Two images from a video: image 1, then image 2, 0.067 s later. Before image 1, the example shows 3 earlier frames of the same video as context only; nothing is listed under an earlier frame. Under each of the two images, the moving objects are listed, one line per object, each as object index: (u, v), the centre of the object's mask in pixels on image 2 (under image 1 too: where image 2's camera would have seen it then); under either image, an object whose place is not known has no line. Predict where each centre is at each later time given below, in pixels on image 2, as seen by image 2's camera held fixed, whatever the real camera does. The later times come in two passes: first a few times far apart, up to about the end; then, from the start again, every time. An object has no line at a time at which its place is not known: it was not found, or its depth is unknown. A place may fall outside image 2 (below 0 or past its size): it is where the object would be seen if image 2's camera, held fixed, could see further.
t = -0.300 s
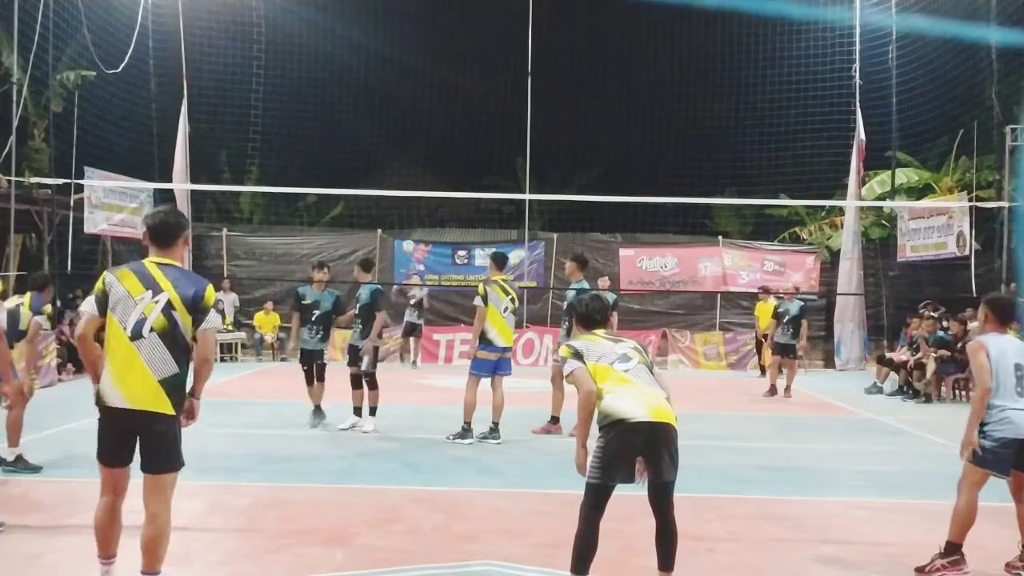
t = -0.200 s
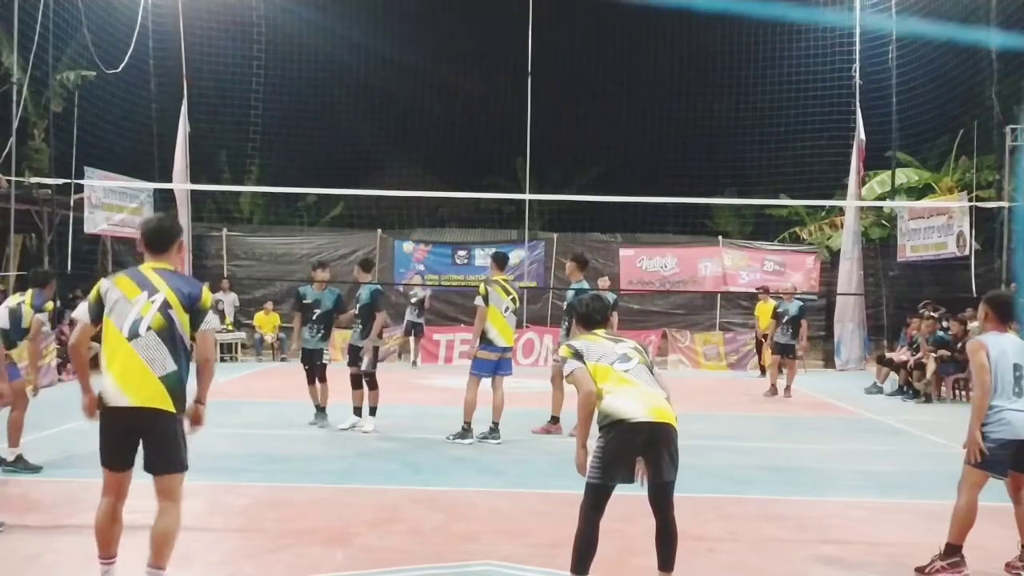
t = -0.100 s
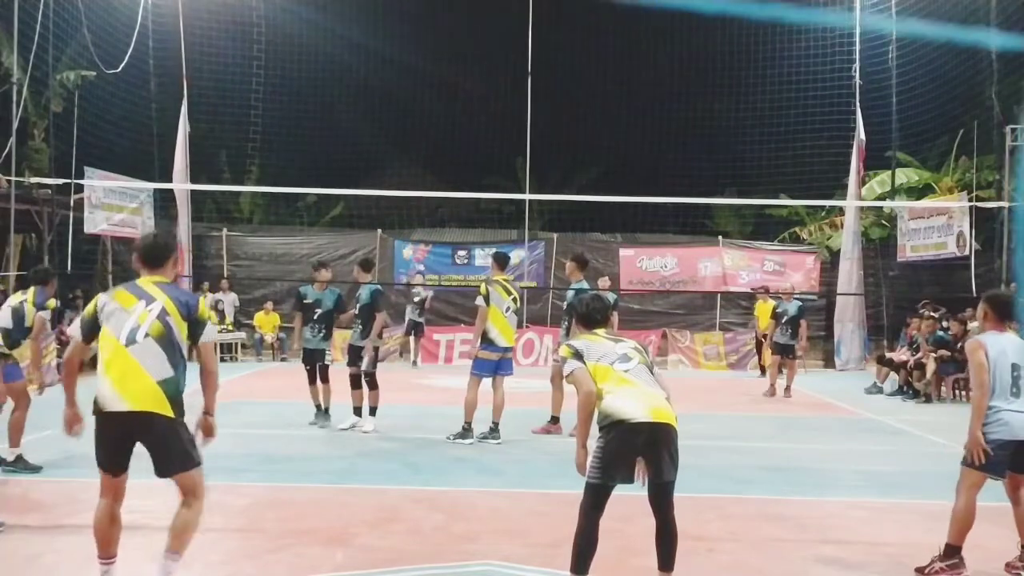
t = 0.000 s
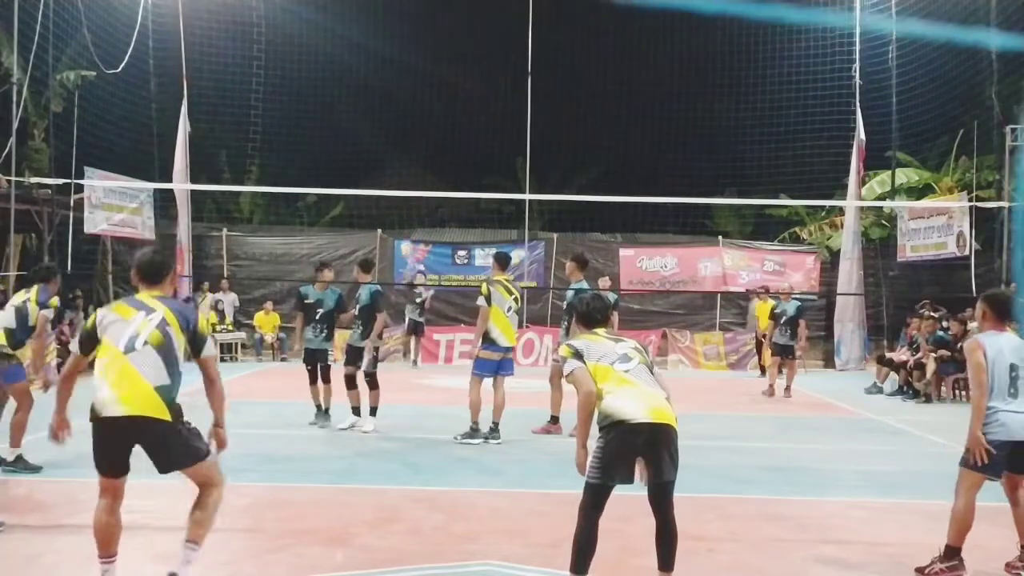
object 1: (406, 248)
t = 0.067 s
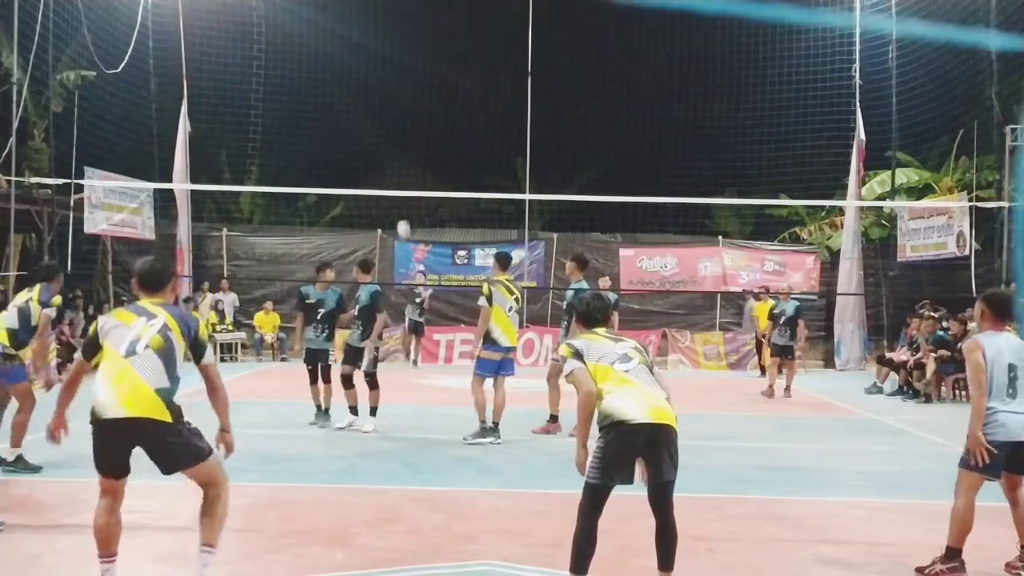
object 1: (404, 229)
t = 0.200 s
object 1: (396, 194)
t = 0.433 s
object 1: (383, 143)
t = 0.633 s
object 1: (366, 123)
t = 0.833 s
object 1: (348, 137)
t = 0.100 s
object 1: (402, 220)
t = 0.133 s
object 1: (400, 211)
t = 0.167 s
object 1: (398, 202)
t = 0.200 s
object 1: (396, 194)
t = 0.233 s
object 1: (394, 183)
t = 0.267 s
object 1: (393, 177)
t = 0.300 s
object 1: (391, 170)
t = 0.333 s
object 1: (389, 163)
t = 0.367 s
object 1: (388, 156)
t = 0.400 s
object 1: (386, 149)
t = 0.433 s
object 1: (383, 143)
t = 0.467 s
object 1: (381, 138)
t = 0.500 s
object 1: (378, 133)
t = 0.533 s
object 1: (375, 129)
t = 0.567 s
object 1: (372, 126)
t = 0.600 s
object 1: (369, 124)
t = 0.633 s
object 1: (366, 123)
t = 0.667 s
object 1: (363, 123)
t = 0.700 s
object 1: (360, 124)
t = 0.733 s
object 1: (357, 125)
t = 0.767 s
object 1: (354, 128)
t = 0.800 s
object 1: (351, 132)
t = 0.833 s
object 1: (348, 137)
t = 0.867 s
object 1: (344, 145)
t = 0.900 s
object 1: (340, 153)
